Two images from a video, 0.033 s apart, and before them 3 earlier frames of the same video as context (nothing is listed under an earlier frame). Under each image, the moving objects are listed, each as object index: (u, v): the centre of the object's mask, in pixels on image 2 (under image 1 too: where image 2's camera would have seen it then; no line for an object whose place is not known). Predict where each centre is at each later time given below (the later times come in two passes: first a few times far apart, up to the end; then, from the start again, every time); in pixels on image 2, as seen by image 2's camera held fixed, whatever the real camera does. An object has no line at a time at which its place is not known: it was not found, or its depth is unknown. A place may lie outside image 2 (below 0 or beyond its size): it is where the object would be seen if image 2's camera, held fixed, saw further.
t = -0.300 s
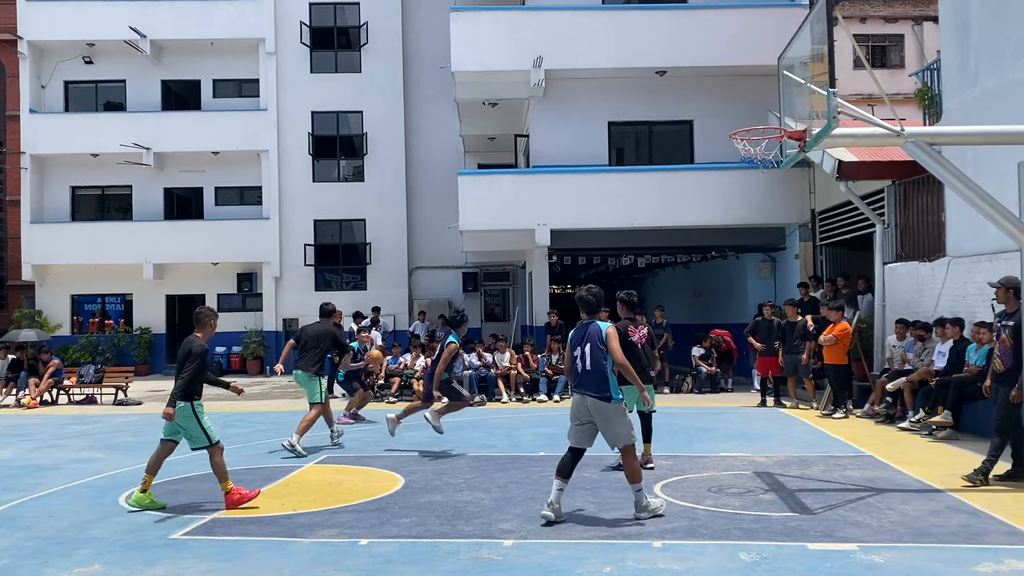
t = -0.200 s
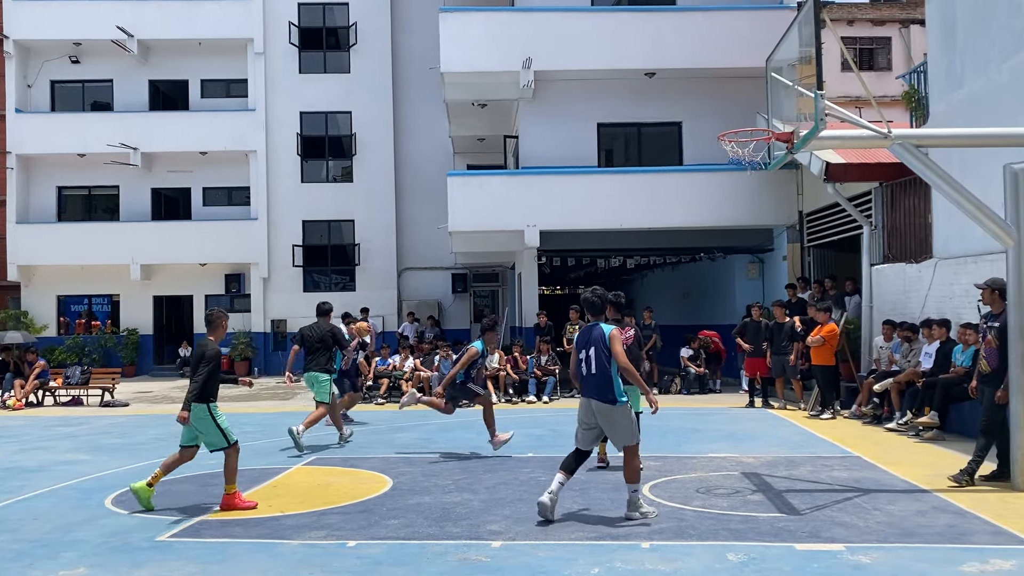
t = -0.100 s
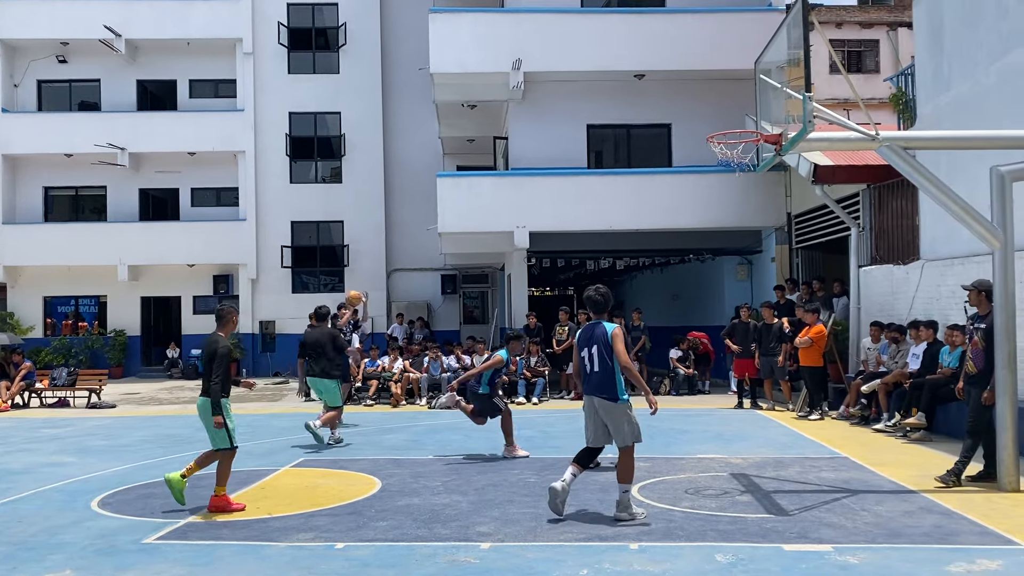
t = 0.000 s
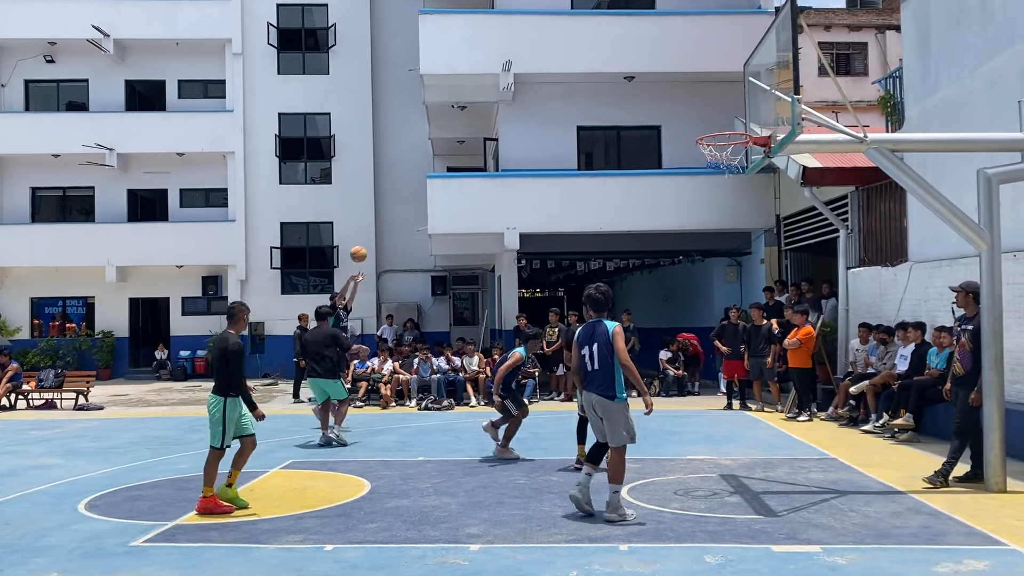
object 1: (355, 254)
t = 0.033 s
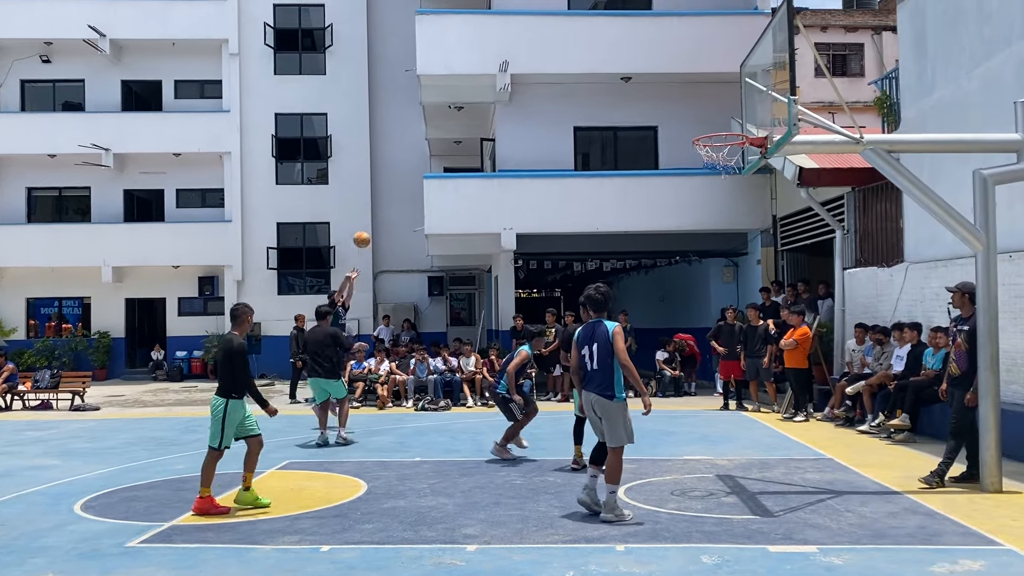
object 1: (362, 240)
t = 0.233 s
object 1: (405, 160)
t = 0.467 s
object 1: (462, 93)
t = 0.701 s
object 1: (531, 62)
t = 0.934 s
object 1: (616, 77)
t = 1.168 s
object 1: (714, 124)
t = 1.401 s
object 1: (758, 116)
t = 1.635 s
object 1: (723, 151)
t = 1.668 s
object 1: (718, 161)
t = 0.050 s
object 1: (365, 232)
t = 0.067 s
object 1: (369, 225)
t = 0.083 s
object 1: (372, 218)
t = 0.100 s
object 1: (376, 211)
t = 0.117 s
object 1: (379, 204)
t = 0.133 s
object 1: (383, 197)
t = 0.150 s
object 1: (386, 190)
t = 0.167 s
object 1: (390, 184)
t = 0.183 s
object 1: (393, 178)
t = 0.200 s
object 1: (397, 172)
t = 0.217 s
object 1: (401, 165)
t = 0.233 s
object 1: (405, 160)
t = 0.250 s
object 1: (409, 154)
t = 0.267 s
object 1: (413, 148)
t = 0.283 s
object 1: (417, 143)
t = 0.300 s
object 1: (421, 138)
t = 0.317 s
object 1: (424, 132)
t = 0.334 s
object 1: (428, 127)
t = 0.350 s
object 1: (433, 122)
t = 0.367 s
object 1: (437, 117)
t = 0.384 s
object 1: (441, 112)
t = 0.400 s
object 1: (445, 108)
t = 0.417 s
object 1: (450, 104)
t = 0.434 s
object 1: (454, 100)
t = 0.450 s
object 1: (458, 96)
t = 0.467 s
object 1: (462, 93)
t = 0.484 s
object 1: (467, 90)
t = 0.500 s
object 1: (471, 86)
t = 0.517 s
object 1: (476, 83)
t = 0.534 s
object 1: (480, 80)
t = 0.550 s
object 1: (486, 77)
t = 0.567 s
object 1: (490, 75)
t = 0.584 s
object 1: (495, 73)
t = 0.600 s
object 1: (500, 70)
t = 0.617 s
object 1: (505, 69)
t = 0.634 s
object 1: (510, 67)
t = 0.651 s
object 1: (515, 65)
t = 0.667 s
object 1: (520, 64)
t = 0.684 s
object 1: (526, 63)
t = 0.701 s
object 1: (531, 62)
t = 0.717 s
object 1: (537, 62)
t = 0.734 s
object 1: (542, 61)
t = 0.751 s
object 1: (548, 61)
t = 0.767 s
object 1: (554, 61)
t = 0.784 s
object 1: (559, 62)
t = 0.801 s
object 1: (565, 62)
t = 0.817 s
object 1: (571, 63)
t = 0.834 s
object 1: (578, 64)
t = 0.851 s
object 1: (584, 66)
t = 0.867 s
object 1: (590, 67)
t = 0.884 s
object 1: (596, 69)
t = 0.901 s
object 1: (603, 72)
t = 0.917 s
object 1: (609, 74)
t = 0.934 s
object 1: (616, 77)
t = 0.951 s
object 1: (623, 80)
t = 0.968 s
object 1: (630, 84)
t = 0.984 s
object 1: (638, 88)
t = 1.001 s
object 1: (646, 92)
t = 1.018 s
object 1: (654, 96)
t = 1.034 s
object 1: (661, 101)
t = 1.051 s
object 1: (669, 106)
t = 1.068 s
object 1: (677, 112)
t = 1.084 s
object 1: (685, 118)
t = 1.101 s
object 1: (693, 125)
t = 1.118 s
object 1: (700, 129)
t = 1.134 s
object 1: (704, 128)
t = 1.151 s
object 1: (709, 127)
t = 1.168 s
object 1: (714, 124)
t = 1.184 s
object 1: (718, 122)
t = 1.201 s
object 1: (724, 120)
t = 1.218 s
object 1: (729, 119)
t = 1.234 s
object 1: (734, 119)
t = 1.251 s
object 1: (738, 117)
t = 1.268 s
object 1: (743, 117)
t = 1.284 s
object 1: (748, 116)
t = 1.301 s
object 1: (752, 117)
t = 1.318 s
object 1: (756, 117)
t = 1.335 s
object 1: (761, 118)
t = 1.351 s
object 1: (764, 118)
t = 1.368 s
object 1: (762, 117)
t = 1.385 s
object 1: (760, 117)
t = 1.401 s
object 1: (758, 116)
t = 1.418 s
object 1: (755, 117)
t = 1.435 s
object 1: (753, 117)
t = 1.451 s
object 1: (750, 118)
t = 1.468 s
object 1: (748, 119)
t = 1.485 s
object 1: (746, 121)
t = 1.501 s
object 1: (744, 123)
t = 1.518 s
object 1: (741, 125)
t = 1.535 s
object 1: (739, 127)
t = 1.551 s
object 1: (737, 131)
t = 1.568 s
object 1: (734, 134)
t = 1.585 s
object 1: (731, 137)
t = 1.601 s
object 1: (728, 142)
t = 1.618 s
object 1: (726, 146)
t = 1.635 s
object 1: (723, 151)
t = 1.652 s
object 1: (721, 155)
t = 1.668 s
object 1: (718, 161)
